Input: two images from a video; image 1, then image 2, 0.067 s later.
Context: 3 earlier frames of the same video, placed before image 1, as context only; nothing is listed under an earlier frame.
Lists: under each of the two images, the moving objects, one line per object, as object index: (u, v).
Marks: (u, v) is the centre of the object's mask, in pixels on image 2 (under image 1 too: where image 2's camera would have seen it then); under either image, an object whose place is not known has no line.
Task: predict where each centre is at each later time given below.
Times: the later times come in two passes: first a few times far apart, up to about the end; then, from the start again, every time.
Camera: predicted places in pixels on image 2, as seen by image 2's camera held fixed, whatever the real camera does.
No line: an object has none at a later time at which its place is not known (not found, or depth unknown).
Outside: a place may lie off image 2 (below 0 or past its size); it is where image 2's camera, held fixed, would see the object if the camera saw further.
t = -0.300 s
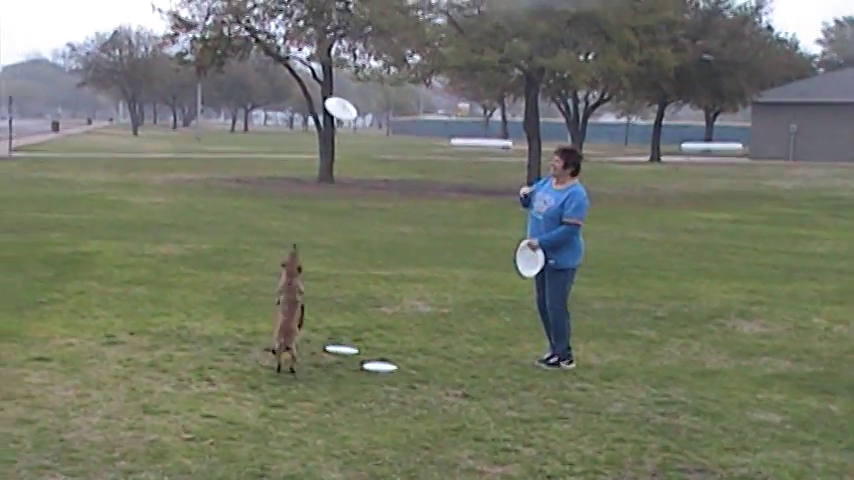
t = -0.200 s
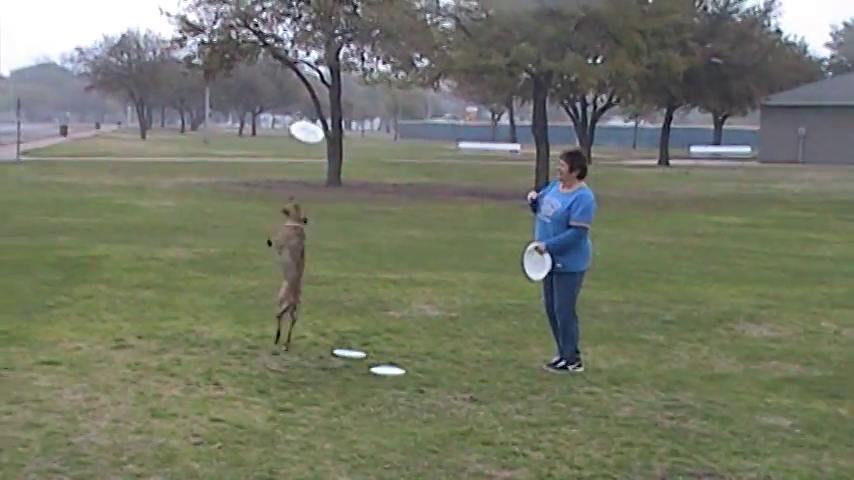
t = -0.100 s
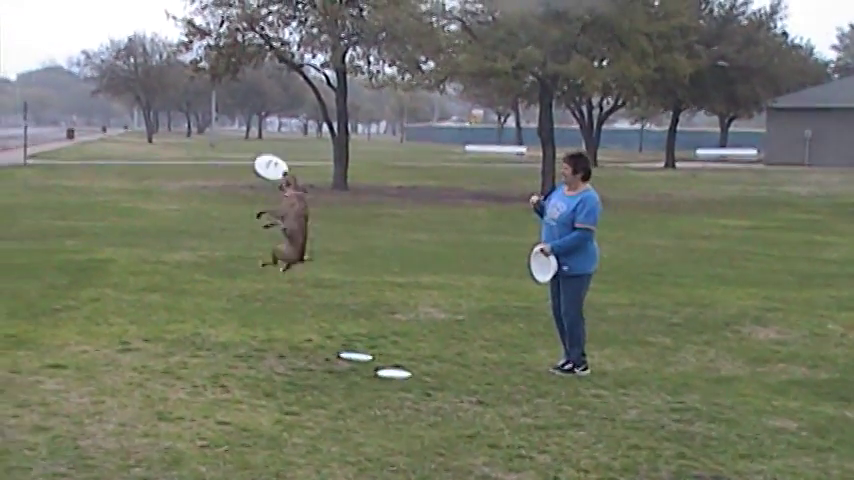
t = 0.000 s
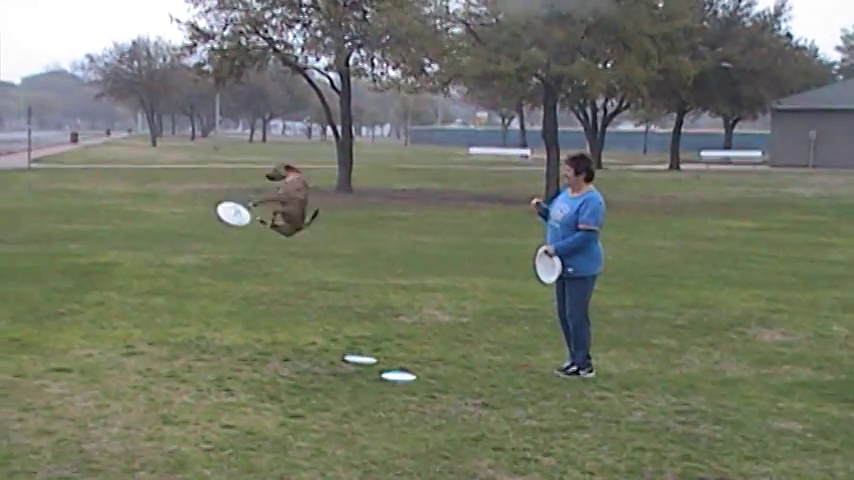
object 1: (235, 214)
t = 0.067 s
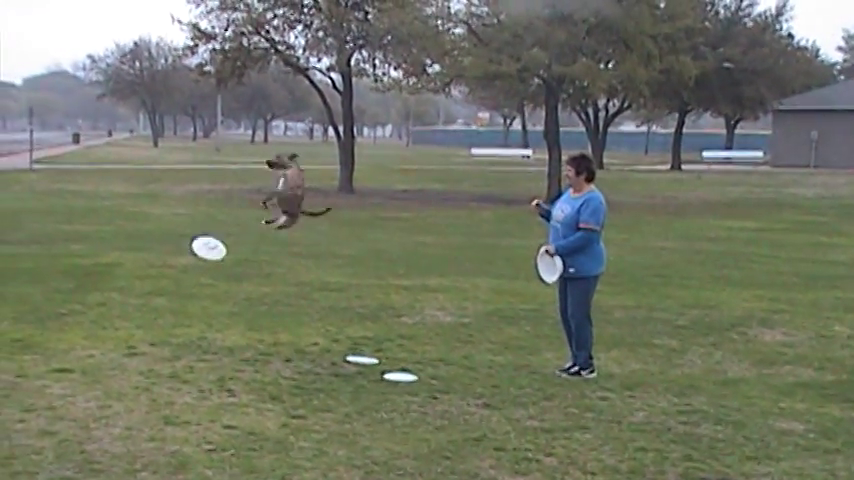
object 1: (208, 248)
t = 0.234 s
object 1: (149, 343)
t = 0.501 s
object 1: (101, 354)
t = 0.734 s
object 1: (71, 366)
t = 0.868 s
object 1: (67, 368)
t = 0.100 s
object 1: (196, 266)
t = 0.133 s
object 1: (184, 283)
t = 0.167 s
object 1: (171, 302)
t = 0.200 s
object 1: (160, 322)
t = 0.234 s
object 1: (149, 343)
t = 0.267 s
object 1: (138, 362)
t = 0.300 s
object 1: (131, 365)
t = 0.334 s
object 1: (125, 361)
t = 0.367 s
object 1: (120, 358)
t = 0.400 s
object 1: (116, 354)
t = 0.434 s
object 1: (111, 353)
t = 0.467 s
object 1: (107, 353)
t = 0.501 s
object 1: (101, 354)
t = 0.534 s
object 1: (96, 355)
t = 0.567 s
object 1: (91, 356)
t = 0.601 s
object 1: (87, 356)
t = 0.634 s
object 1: (83, 357)
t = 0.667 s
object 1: (79, 359)
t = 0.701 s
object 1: (75, 362)
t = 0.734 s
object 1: (71, 366)
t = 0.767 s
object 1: (68, 369)
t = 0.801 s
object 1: (65, 371)
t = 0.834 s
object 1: (66, 369)
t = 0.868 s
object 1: (67, 368)
